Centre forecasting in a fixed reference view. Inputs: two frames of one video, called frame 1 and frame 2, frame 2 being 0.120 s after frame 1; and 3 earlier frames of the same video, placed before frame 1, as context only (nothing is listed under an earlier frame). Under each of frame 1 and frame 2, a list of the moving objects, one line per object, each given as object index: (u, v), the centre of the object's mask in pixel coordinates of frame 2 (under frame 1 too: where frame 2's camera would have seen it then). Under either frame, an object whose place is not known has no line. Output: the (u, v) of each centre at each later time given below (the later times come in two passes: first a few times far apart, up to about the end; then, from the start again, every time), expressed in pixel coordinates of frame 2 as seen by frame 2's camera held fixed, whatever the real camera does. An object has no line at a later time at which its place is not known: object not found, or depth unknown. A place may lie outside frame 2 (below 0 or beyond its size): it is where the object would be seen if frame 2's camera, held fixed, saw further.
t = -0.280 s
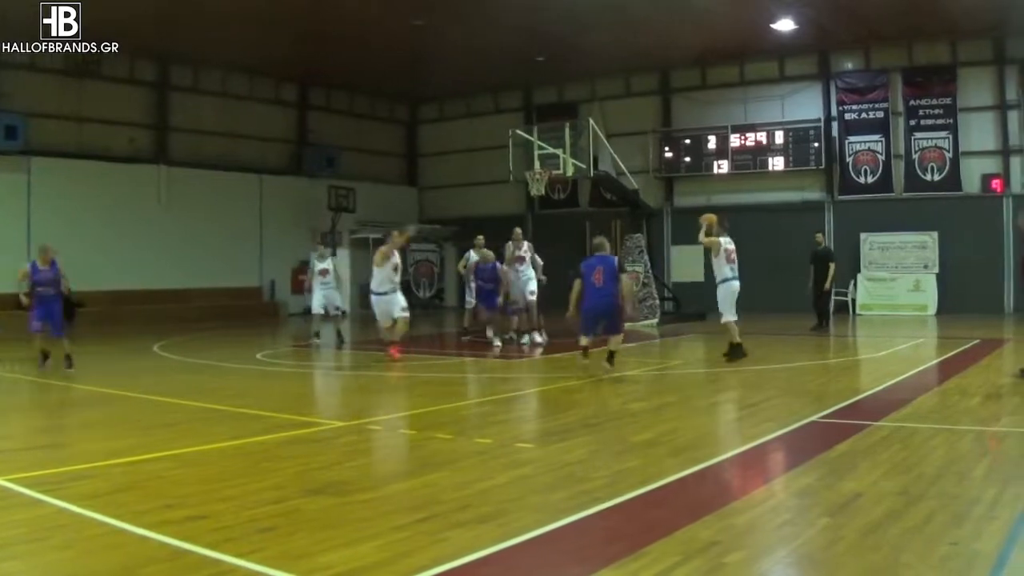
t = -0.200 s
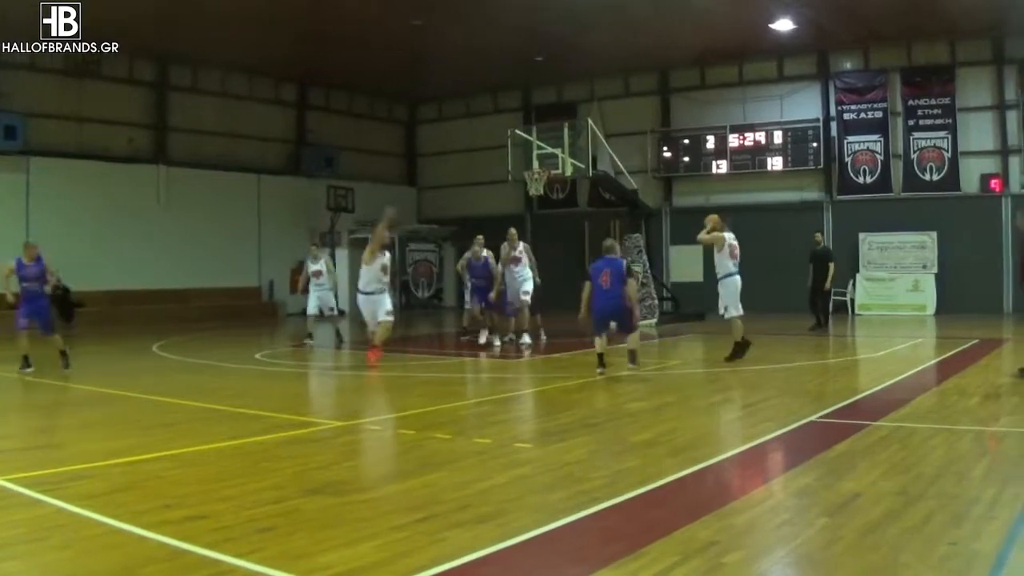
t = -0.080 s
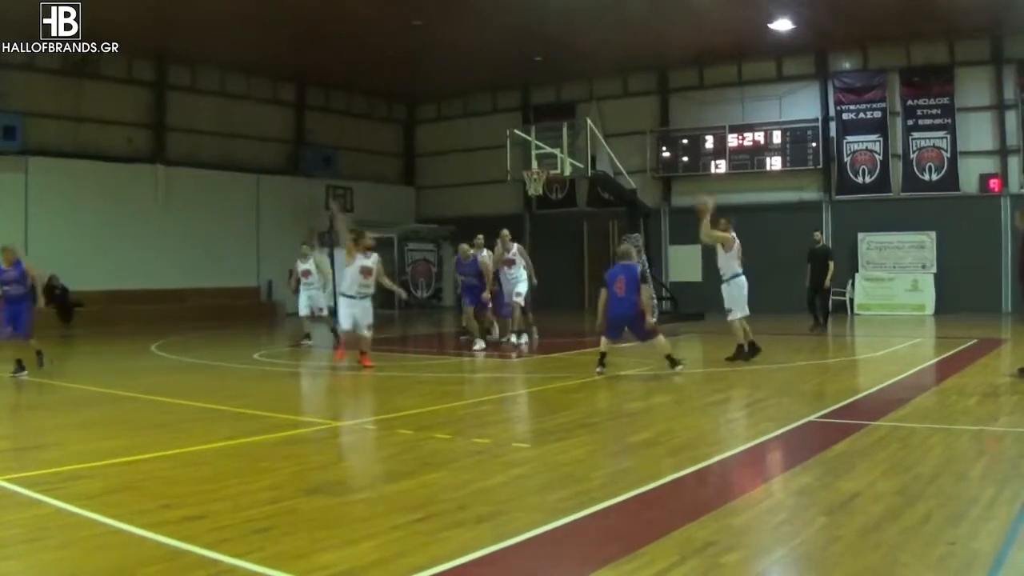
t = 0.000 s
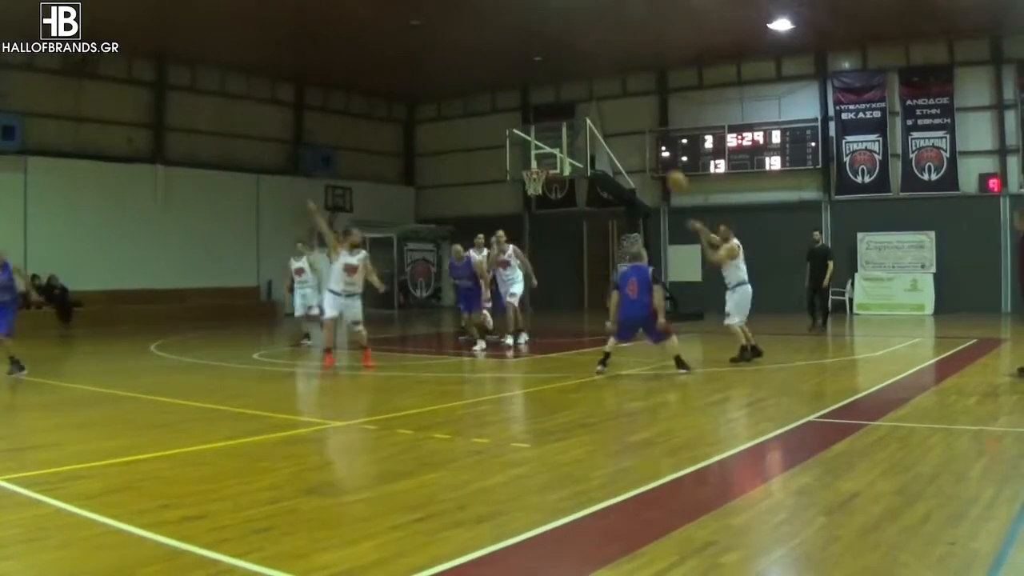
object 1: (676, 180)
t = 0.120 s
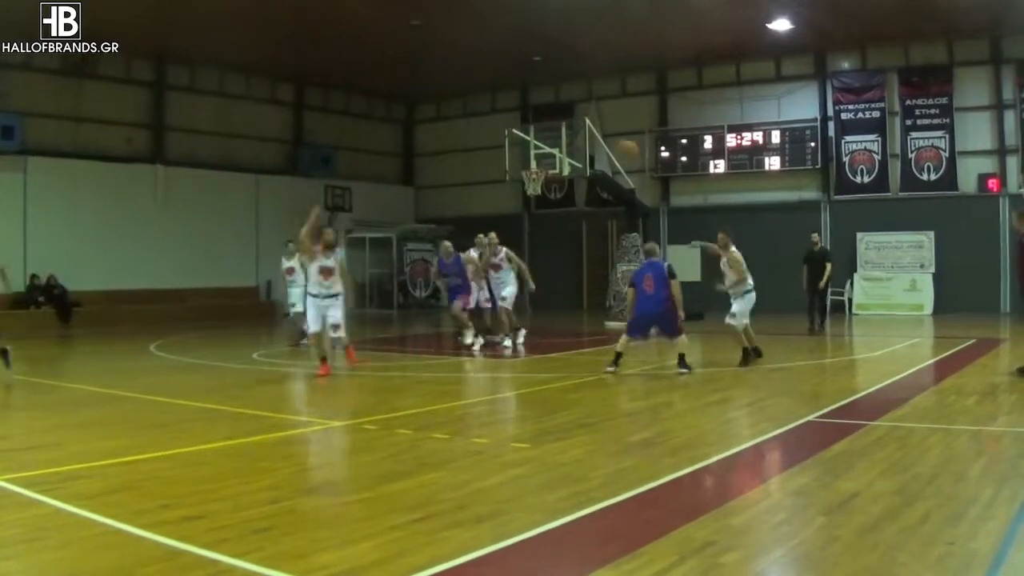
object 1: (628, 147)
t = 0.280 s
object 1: (552, 123)
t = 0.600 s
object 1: (367, 128)
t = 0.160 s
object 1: (610, 140)
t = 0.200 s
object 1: (593, 135)
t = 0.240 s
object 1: (573, 128)
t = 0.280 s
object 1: (552, 123)
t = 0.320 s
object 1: (534, 117)
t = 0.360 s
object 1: (512, 115)
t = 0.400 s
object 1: (490, 113)
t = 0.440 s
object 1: (467, 112)
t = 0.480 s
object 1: (444, 114)
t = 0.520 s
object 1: (419, 117)
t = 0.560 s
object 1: (394, 122)
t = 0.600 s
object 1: (367, 128)
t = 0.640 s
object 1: (339, 136)
